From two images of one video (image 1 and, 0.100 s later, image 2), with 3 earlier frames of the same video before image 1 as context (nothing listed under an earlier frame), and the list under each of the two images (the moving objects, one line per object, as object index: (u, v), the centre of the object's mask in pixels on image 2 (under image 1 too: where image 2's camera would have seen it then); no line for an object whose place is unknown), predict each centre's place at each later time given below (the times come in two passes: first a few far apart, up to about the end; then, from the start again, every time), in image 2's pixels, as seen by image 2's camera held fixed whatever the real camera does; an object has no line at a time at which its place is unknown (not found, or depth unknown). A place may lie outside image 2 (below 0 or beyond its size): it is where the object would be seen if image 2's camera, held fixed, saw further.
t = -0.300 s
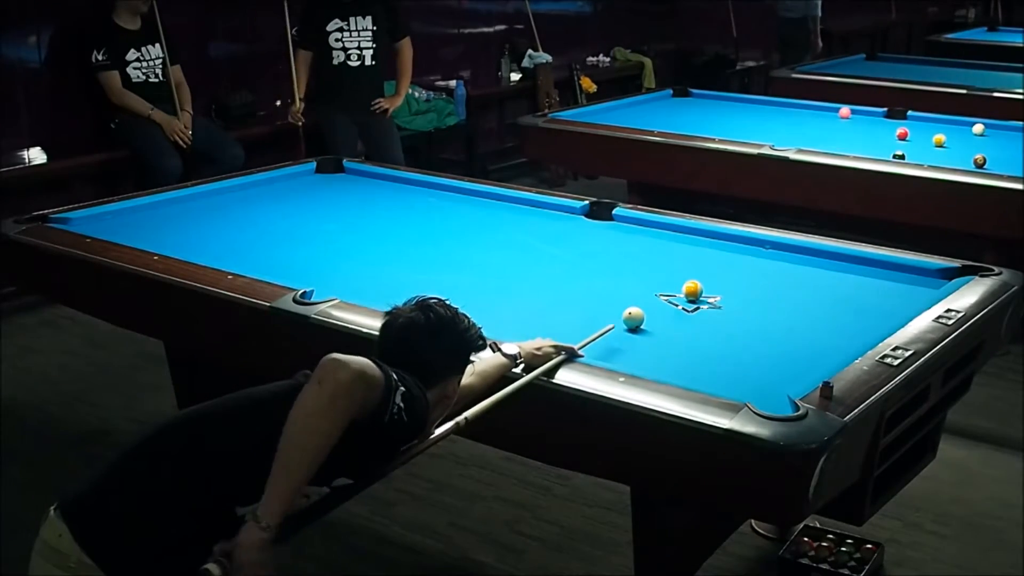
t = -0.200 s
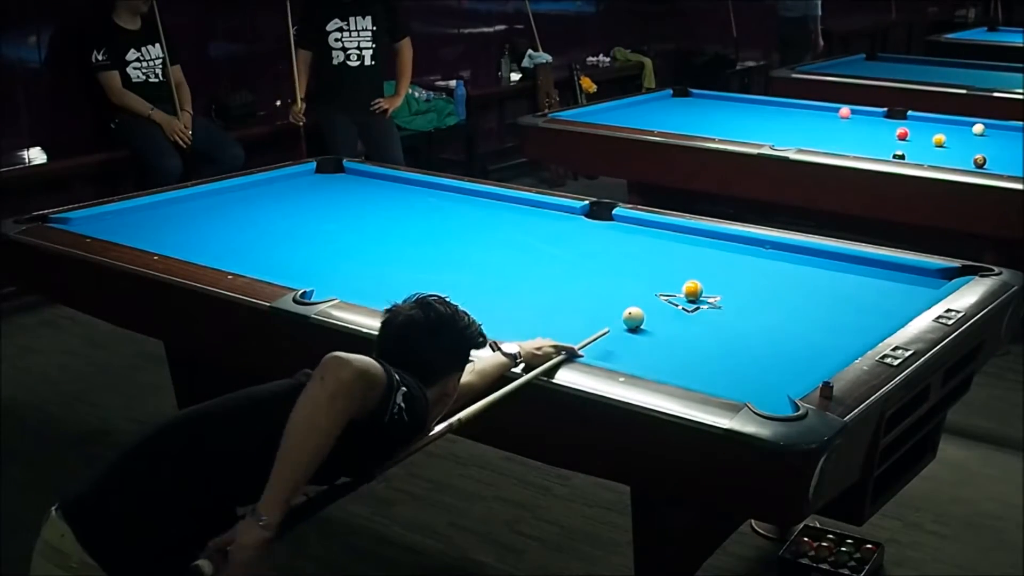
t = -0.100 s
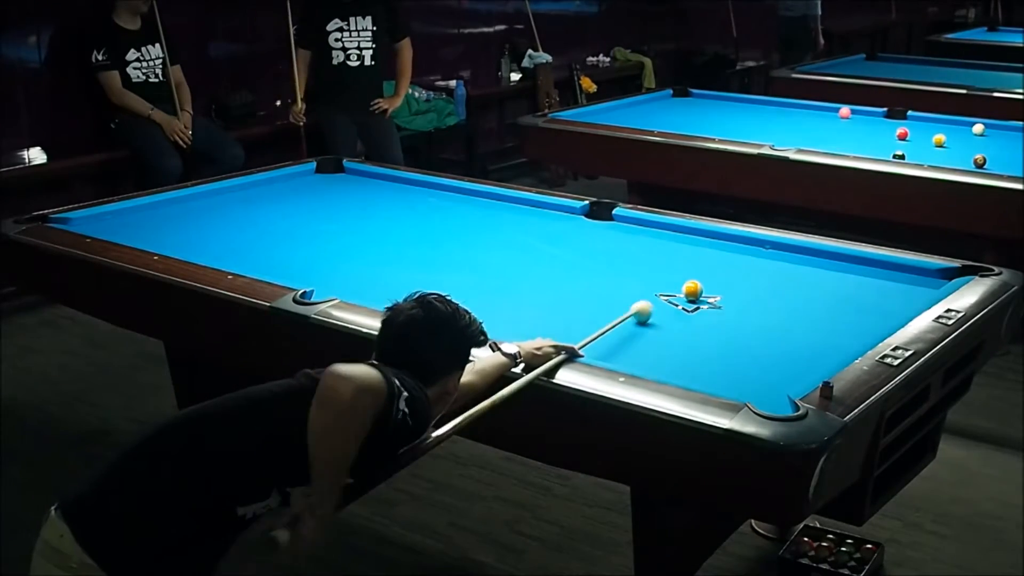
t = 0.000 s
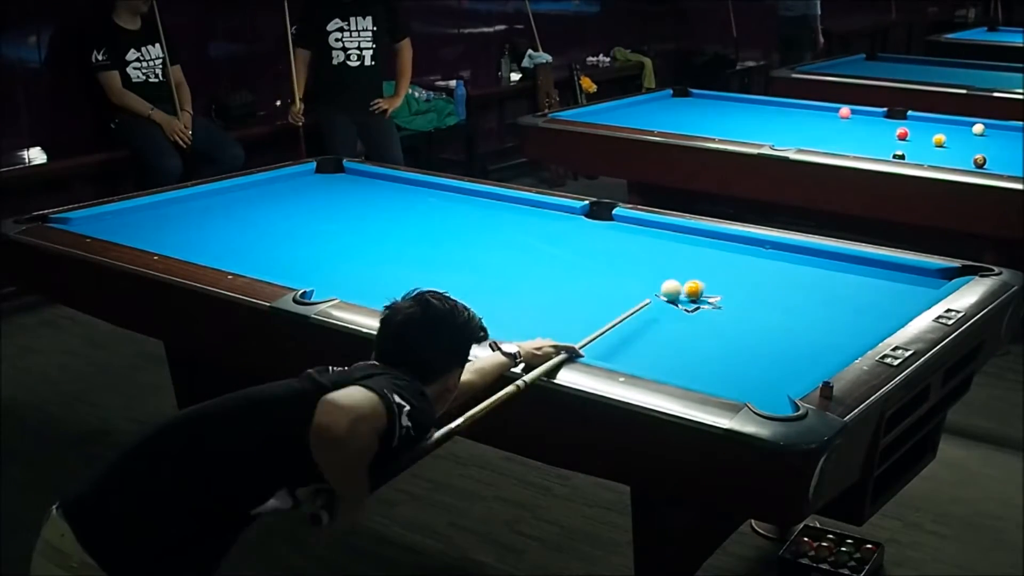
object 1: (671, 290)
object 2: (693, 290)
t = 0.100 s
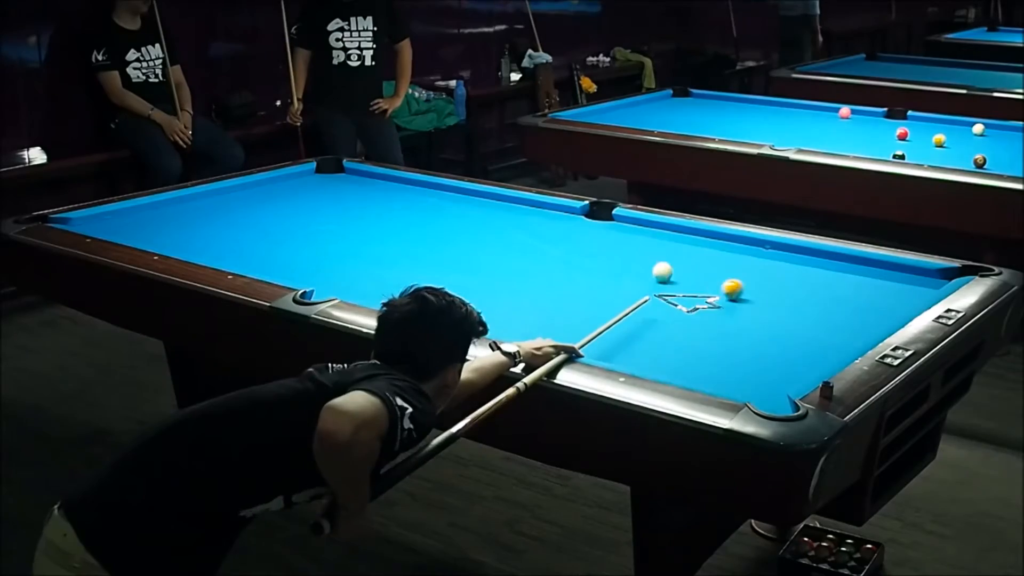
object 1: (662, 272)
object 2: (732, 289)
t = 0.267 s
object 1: (659, 245)
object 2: (783, 288)
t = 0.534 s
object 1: (617, 227)
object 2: (858, 285)
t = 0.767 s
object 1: (543, 230)
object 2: (920, 283)
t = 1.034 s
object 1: (459, 234)
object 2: (928, 274)
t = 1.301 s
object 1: (374, 237)
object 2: (898, 271)
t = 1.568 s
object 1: (289, 241)
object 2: (865, 271)
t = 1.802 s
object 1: (215, 244)
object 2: (838, 270)
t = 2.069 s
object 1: (154, 242)
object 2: (809, 270)
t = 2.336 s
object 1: (158, 234)
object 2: (783, 269)
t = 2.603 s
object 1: (162, 225)
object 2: (759, 269)
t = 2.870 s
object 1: (166, 218)
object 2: (736, 269)
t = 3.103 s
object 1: (169, 212)
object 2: (719, 268)
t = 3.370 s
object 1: (172, 205)
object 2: (701, 268)
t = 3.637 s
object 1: (177, 200)
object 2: (685, 268)
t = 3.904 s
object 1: (192, 200)
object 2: (671, 268)
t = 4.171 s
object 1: (206, 200)
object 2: (659, 268)
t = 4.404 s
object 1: (216, 200)
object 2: (651, 267)
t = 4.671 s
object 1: (226, 199)
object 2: (643, 267)
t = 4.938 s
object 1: (235, 199)
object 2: (637, 267)
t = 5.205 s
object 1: (241, 199)
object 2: (634, 267)
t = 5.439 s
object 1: (246, 199)
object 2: (633, 267)
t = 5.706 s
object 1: (249, 199)
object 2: (633, 267)
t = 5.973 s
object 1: (252, 199)
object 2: (634, 267)
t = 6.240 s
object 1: (252, 199)
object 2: (634, 267)
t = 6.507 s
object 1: (252, 199)
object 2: (634, 267)
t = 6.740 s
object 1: (252, 199)
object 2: (634, 267)
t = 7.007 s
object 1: (252, 199)
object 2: (634, 267)
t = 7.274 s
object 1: (252, 199)
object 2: (634, 267)
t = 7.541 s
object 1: (252, 199)
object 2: (634, 267)
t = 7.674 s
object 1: (252, 199)
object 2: (634, 267)
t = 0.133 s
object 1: (661, 266)
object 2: (744, 289)
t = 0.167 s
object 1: (661, 261)
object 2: (754, 289)
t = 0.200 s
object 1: (660, 256)
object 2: (764, 288)
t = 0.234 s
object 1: (660, 250)
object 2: (773, 288)
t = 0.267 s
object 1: (659, 245)
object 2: (783, 288)
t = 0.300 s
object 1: (659, 240)
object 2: (793, 287)
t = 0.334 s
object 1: (658, 236)
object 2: (802, 287)
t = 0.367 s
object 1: (658, 231)
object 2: (812, 287)
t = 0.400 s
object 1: (657, 227)
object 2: (821, 287)
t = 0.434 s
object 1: (652, 224)
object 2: (830, 286)
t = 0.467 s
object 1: (640, 225)
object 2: (840, 286)
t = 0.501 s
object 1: (628, 226)
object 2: (849, 285)
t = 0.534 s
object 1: (617, 227)
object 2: (858, 285)
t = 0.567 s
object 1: (606, 227)
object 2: (867, 285)
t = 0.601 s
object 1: (596, 228)
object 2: (876, 285)
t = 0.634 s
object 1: (585, 228)
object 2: (885, 285)
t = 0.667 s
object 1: (575, 229)
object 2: (894, 284)
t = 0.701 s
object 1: (564, 229)
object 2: (903, 284)
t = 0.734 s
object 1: (554, 230)
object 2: (912, 283)
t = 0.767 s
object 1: (543, 230)
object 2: (920, 283)
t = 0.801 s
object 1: (533, 231)
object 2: (929, 283)
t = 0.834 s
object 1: (522, 231)
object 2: (937, 281)
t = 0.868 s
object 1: (512, 231)
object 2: (938, 280)
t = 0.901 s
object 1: (501, 232)
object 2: (936, 279)
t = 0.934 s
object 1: (491, 232)
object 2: (935, 278)
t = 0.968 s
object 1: (480, 233)
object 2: (933, 277)
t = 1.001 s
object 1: (469, 233)
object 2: (931, 275)
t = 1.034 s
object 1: (459, 234)
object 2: (928, 274)
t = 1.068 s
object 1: (448, 234)
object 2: (926, 273)
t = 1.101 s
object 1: (438, 234)
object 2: (923, 272)
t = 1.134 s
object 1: (427, 235)
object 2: (919, 272)
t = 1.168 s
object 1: (416, 235)
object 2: (915, 271)
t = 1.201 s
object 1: (406, 236)
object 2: (910, 271)
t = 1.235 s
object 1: (395, 236)
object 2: (906, 271)
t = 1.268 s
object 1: (385, 237)
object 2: (902, 271)
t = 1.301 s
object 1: (374, 237)
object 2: (898, 271)
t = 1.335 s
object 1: (363, 237)
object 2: (893, 271)
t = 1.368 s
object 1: (353, 238)
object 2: (889, 271)
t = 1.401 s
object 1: (343, 238)
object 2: (885, 271)
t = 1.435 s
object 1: (332, 239)
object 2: (881, 271)
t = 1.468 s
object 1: (321, 239)
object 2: (877, 271)
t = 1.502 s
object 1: (310, 240)
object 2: (872, 271)
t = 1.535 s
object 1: (300, 240)
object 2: (869, 271)
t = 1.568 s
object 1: (289, 241)
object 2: (865, 271)
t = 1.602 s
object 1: (279, 241)
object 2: (861, 270)
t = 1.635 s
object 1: (268, 242)
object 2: (857, 270)
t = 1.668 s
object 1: (257, 242)
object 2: (853, 270)
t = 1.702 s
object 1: (246, 243)
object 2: (849, 270)
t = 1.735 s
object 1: (236, 243)
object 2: (845, 270)
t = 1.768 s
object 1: (226, 243)
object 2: (842, 270)
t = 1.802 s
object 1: (215, 244)
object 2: (838, 270)
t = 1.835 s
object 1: (204, 244)
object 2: (834, 270)
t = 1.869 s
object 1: (194, 245)
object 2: (830, 270)
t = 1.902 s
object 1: (183, 245)
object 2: (827, 270)
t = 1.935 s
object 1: (172, 244)
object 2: (823, 270)
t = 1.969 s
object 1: (163, 244)
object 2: (820, 270)
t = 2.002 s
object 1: (153, 243)
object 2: (816, 270)
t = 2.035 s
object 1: (153, 242)
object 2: (813, 270)
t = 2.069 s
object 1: (154, 242)
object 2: (809, 270)
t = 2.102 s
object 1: (154, 241)
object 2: (806, 270)
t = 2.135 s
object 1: (154, 240)
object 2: (802, 270)
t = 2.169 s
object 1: (155, 239)
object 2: (799, 270)
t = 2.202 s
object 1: (155, 238)
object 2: (796, 270)
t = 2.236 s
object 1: (156, 237)
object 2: (792, 270)
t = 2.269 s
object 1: (156, 236)
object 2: (789, 270)
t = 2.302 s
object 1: (158, 235)
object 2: (786, 270)
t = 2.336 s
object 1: (158, 234)
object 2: (783, 269)
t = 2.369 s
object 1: (158, 232)
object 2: (780, 269)
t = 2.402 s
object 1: (159, 231)
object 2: (776, 269)
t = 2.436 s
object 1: (159, 230)
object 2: (773, 269)
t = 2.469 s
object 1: (160, 229)
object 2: (770, 269)
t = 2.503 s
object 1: (160, 228)
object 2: (767, 269)
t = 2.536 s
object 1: (161, 227)
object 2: (764, 269)
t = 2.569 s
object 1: (161, 226)
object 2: (761, 269)
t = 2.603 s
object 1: (162, 225)
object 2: (759, 269)
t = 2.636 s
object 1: (162, 224)
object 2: (756, 269)
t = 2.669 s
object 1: (163, 223)
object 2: (753, 269)
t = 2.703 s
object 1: (163, 222)
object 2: (750, 269)
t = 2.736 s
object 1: (164, 221)
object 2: (747, 269)
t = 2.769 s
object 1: (164, 220)
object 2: (745, 269)
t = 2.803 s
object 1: (165, 219)
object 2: (742, 269)
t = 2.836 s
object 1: (165, 218)
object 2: (739, 269)
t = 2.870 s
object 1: (166, 218)
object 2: (736, 269)
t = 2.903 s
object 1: (166, 217)
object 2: (734, 269)
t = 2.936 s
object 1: (167, 216)
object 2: (731, 269)
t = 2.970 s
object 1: (167, 215)
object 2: (729, 269)
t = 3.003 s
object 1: (168, 214)
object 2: (726, 269)
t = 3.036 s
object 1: (168, 213)
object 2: (724, 269)
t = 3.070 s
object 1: (168, 212)
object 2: (721, 268)
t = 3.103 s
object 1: (169, 212)
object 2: (719, 268)
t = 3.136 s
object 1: (169, 211)
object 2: (717, 268)
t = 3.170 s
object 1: (170, 210)
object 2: (714, 268)
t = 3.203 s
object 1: (170, 209)
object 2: (712, 268)
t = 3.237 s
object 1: (170, 208)
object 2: (709, 268)
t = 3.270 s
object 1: (171, 207)
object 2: (707, 268)
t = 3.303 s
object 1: (171, 207)
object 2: (705, 268)
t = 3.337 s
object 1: (172, 206)
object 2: (703, 268)
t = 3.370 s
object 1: (172, 205)
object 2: (701, 268)
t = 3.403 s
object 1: (172, 205)
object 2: (699, 268)
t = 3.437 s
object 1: (173, 204)
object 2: (697, 268)
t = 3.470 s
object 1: (173, 203)
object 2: (695, 268)
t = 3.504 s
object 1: (173, 202)
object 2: (693, 268)
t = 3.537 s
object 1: (173, 202)
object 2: (691, 268)
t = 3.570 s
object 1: (173, 201)
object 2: (689, 268)
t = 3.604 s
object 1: (175, 200)
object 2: (687, 268)
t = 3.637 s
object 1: (177, 200)
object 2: (685, 268)
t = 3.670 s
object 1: (179, 200)
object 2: (683, 268)
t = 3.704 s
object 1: (181, 200)
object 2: (681, 268)
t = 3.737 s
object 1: (182, 200)
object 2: (680, 268)
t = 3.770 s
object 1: (185, 200)
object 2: (678, 268)
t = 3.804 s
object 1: (187, 200)
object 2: (676, 268)
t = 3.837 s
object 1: (189, 200)
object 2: (674, 268)
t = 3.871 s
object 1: (190, 200)
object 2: (673, 268)
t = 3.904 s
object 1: (192, 200)
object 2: (671, 268)
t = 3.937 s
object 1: (194, 200)
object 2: (670, 268)
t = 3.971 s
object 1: (196, 200)
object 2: (668, 268)
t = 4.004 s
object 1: (198, 200)
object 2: (667, 268)
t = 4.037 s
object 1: (199, 200)
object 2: (665, 268)
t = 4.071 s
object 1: (201, 200)
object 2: (664, 268)
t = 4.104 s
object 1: (203, 200)
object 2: (662, 268)
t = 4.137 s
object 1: (204, 200)
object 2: (661, 267)
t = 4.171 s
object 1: (206, 200)
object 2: (659, 268)
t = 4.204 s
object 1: (207, 200)
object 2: (658, 268)
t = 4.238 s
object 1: (209, 199)
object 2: (657, 267)
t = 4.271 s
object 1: (210, 200)
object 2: (656, 267)
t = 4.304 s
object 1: (212, 199)
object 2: (654, 267)
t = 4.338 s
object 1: (213, 199)
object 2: (653, 267)
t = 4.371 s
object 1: (215, 199)
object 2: (652, 267)
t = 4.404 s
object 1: (216, 200)
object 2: (651, 267)
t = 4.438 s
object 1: (218, 199)
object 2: (650, 267)
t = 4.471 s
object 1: (219, 200)
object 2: (649, 267)
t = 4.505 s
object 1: (220, 200)
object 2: (648, 267)
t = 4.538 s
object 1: (222, 199)
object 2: (647, 267)
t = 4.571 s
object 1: (223, 199)
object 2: (646, 267)
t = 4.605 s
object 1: (224, 199)
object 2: (645, 267)
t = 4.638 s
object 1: (225, 200)
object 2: (644, 267)
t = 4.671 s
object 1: (226, 199)
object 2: (643, 267)
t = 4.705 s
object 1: (228, 199)
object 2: (642, 267)
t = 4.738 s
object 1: (229, 199)
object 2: (642, 267)
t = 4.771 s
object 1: (230, 199)
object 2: (641, 267)
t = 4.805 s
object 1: (231, 199)
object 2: (640, 267)
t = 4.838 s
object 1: (232, 199)
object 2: (639, 267)
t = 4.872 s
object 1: (233, 199)
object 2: (639, 267)
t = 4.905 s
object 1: (234, 199)
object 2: (638, 267)
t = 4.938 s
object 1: (235, 199)
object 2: (637, 267)
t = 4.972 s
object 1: (236, 199)
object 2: (637, 267)
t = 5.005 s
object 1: (237, 199)
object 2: (636, 267)
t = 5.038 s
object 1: (237, 199)
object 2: (636, 267)
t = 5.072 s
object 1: (238, 199)
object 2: (635, 267)
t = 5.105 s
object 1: (239, 199)
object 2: (635, 267)
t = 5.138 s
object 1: (240, 199)
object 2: (634, 267)
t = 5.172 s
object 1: (241, 199)
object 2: (634, 267)
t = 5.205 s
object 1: (241, 199)
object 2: (634, 267)
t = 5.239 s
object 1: (242, 199)
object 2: (633, 267)
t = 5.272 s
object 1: (243, 199)
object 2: (633, 267)
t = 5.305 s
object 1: (243, 199)
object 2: (633, 267)
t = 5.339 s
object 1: (244, 199)
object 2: (633, 267)
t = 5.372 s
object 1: (245, 199)
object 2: (633, 267)
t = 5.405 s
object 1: (245, 199)
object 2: (633, 267)
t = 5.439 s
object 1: (246, 199)
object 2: (633, 267)
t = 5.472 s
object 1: (246, 199)
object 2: (633, 267)
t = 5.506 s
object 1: (247, 199)
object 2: (633, 267)
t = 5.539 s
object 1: (248, 199)
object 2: (633, 267)
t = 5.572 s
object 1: (248, 199)
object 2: (633, 267)
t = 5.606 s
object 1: (248, 199)
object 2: (633, 267)
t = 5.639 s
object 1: (249, 199)
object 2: (633, 267)
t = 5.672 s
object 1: (249, 199)
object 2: (633, 267)
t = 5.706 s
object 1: (249, 199)
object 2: (633, 267)
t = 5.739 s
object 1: (250, 199)
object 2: (633, 267)
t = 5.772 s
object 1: (250, 199)
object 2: (633, 267)
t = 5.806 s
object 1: (250, 199)
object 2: (634, 267)
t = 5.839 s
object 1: (251, 199)
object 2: (634, 267)
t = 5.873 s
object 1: (251, 199)
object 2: (634, 267)
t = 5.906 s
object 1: (251, 199)
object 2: (634, 267)
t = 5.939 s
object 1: (251, 199)
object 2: (634, 267)
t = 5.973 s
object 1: (252, 199)
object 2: (634, 267)
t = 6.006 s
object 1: (252, 199)
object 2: (634, 267)
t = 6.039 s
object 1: (252, 199)
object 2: (634, 267)
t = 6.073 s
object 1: (252, 199)
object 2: (634, 267)
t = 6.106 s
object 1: (252, 199)
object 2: (634, 267)
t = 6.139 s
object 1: (252, 199)
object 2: (634, 267)
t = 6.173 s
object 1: (252, 199)
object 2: (634, 267)
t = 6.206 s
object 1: (252, 199)
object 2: (634, 267)
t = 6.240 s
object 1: (252, 199)
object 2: (634, 267)
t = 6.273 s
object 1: (252, 199)
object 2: (634, 267)
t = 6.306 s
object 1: (252, 199)
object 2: (634, 267)
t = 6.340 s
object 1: (252, 199)
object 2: (634, 267)
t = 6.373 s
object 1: (252, 199)
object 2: (634, 267)
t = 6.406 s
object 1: (252, 199)
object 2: (634, 267)
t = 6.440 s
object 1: (252, 199)
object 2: (634, 267)
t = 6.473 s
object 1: (252, 199)
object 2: (634, 267)
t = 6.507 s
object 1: (252, 199)
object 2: (634, 267)
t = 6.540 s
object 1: (252, 199)
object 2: (634, 267)
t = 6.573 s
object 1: (252, 199)
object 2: (634, 267)
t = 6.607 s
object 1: (252, 199)
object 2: (634, 267)
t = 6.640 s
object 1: (252, 199)
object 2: (634, 267)
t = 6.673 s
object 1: (252, 199)
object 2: (634, 267)
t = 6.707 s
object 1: (252, 199)
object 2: (634, 267)
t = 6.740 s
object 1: (252, 199)
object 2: (634, 267)
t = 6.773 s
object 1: (252, 199)
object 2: (634, 267)
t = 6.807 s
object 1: (252, 199)
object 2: (634, 267)
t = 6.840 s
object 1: (252, 199)
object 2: (634, 267)
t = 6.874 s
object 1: (252, 199)
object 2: (634, 267)
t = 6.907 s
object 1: (252, 199)
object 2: (634, 267)
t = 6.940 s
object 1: (252, 199)
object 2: (634, 267)
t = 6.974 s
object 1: (252, 199)
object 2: (634, 267)
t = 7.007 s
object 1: (252, 199)
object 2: (634, 267)
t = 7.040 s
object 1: (252, 199)
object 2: (634, 267)
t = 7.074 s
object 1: (252, 199)
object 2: (634, 267)
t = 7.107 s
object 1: (252, 199)
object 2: (634, 267)
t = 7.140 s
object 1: (252, 199)
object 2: (634, 267)
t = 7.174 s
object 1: (252, 199)
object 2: (634, 267)
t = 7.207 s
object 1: (252, 199)
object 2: (634, 267)
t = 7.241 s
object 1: (252, 199)
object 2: (634, 267)
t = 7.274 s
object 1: (252, 199)
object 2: (634, 267)
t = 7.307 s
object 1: (252, 199)
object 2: (634, 267)
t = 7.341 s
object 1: (252, 199)
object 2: (634, 267)
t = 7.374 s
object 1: (252, 199)
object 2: (634, 267)
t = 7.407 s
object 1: (252, 199)
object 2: (634, 267)
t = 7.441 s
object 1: (252, 199)
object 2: (634, 267)
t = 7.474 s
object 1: (252, 199)
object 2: (634, 267)
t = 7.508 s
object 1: (252, 199)
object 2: (634, 267)
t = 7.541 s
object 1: (252, 199)
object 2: (634, 267)
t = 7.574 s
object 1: (252, 199)
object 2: (634, 267)
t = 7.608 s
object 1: (252, 199)
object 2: (634, 267)
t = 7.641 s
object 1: (252, 199)
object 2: (634, 267)
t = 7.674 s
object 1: (252, 199)
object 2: (634, 267)
